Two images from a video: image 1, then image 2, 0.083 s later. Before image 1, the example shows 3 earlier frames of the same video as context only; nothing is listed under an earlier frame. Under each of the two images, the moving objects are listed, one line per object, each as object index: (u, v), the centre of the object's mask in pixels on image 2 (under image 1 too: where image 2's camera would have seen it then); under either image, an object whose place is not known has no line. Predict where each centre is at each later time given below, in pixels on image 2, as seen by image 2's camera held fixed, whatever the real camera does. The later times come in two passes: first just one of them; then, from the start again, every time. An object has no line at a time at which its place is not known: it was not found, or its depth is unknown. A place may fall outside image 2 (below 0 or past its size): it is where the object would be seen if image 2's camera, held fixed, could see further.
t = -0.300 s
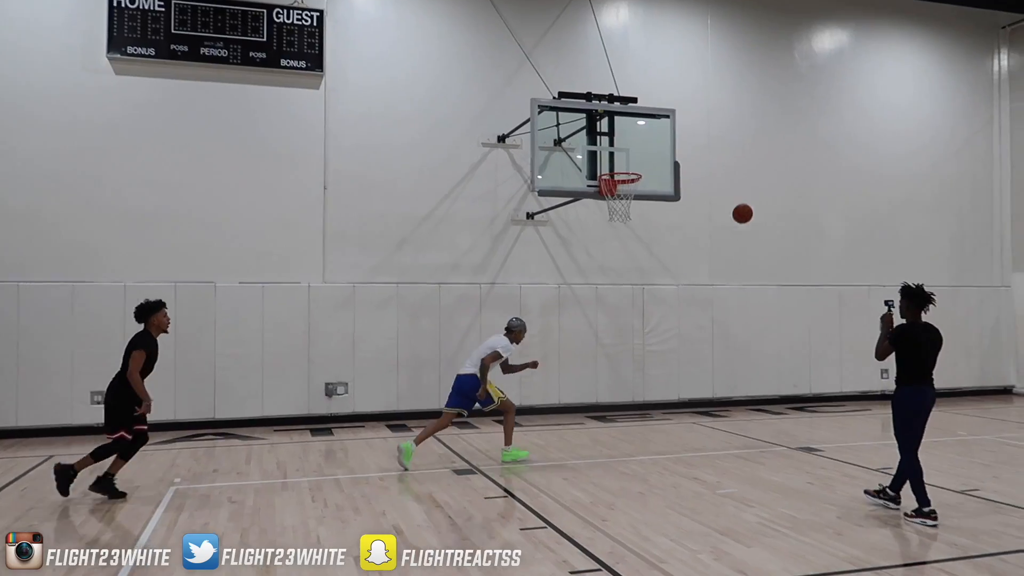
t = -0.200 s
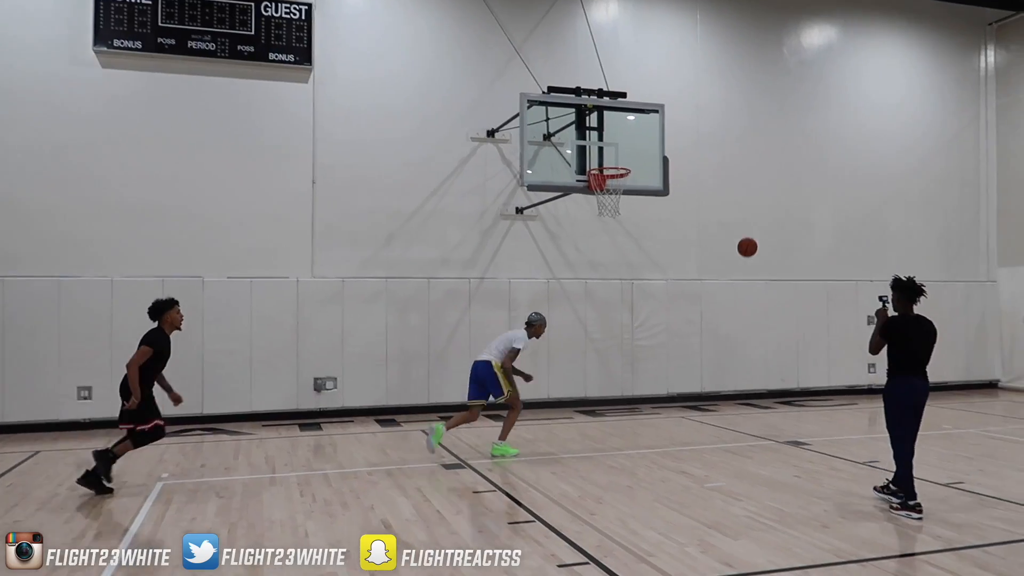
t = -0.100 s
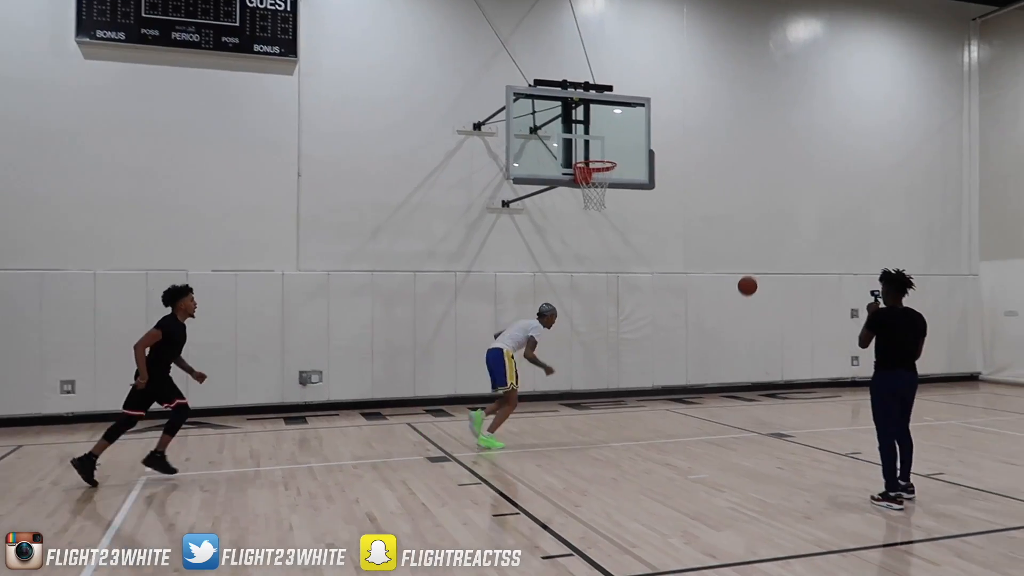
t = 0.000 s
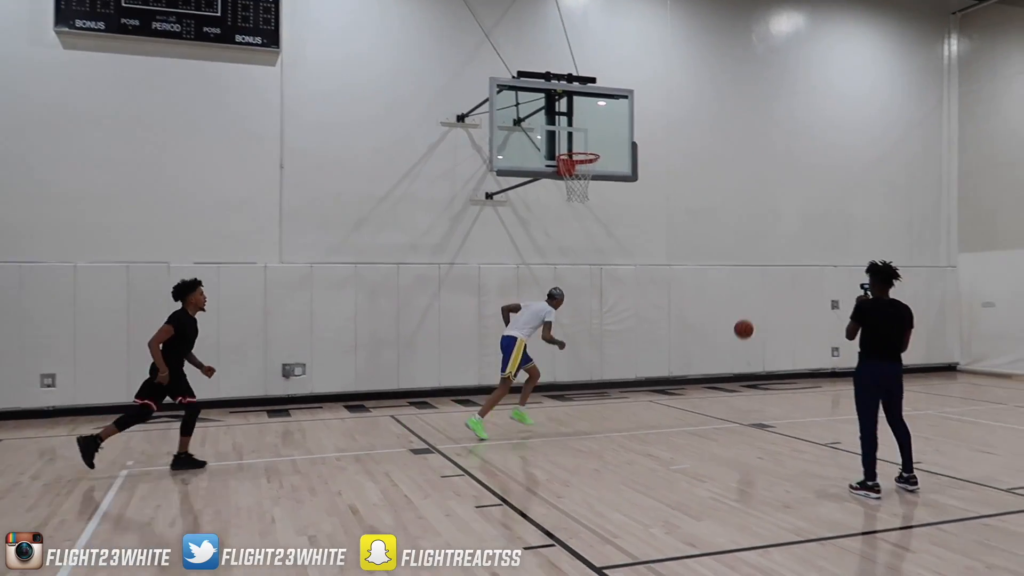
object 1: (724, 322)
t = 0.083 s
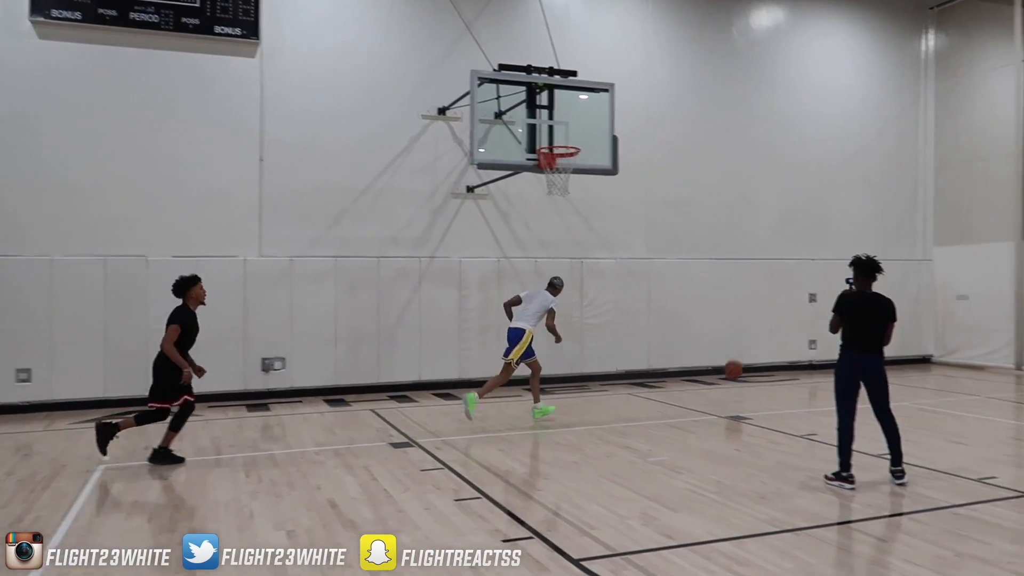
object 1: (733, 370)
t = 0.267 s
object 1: (757, 330)
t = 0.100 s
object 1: (735, 379)
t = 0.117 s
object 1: (737, 389)
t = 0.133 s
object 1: (739, 388)
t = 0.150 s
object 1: (741, 381)
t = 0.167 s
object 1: (742, 373)
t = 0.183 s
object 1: (745, 365)
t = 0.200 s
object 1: (747, 357)
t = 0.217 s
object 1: (750, 350)
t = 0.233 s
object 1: (752, 343)
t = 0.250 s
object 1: (754, 337)
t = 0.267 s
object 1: (757, 330)
